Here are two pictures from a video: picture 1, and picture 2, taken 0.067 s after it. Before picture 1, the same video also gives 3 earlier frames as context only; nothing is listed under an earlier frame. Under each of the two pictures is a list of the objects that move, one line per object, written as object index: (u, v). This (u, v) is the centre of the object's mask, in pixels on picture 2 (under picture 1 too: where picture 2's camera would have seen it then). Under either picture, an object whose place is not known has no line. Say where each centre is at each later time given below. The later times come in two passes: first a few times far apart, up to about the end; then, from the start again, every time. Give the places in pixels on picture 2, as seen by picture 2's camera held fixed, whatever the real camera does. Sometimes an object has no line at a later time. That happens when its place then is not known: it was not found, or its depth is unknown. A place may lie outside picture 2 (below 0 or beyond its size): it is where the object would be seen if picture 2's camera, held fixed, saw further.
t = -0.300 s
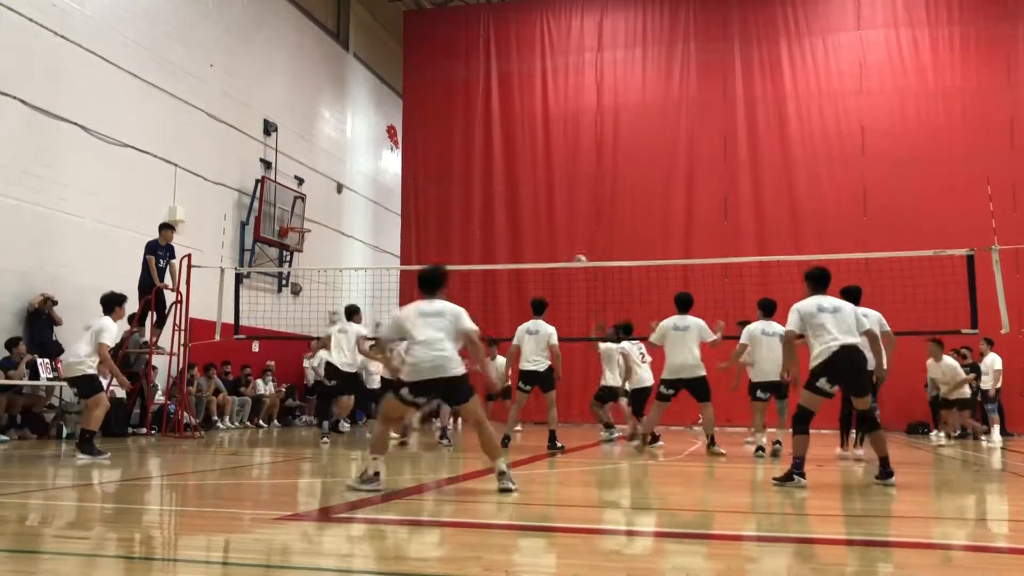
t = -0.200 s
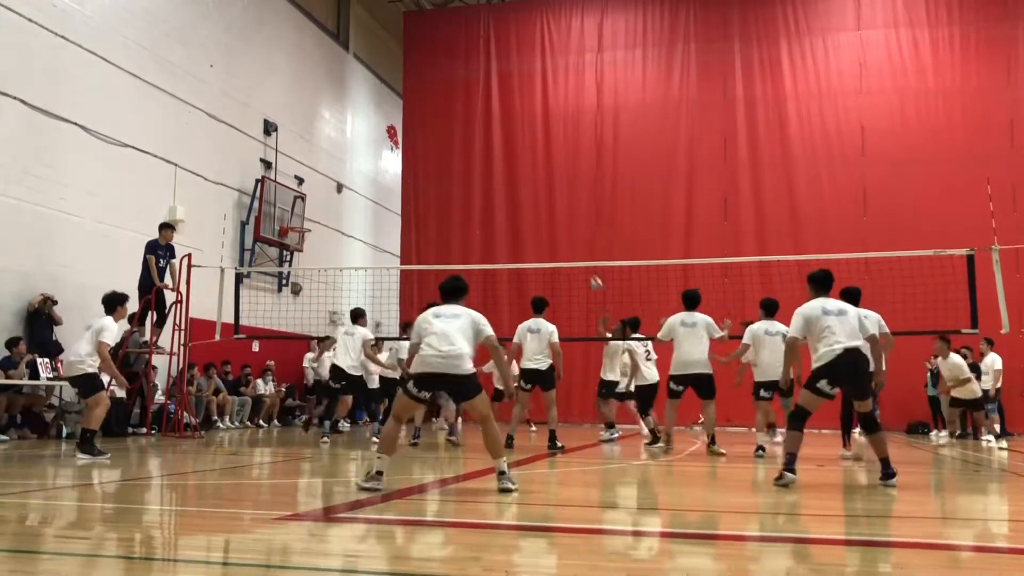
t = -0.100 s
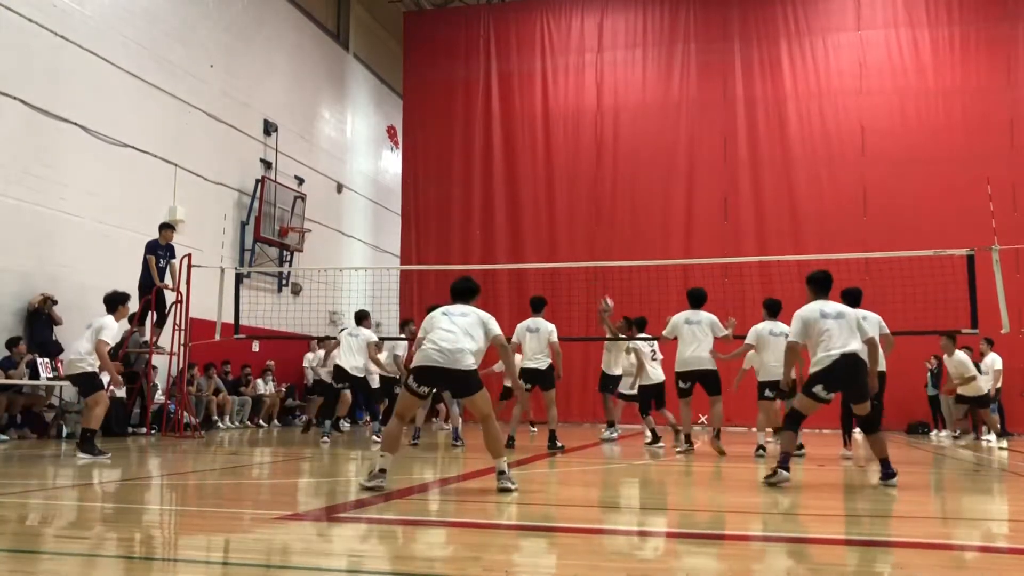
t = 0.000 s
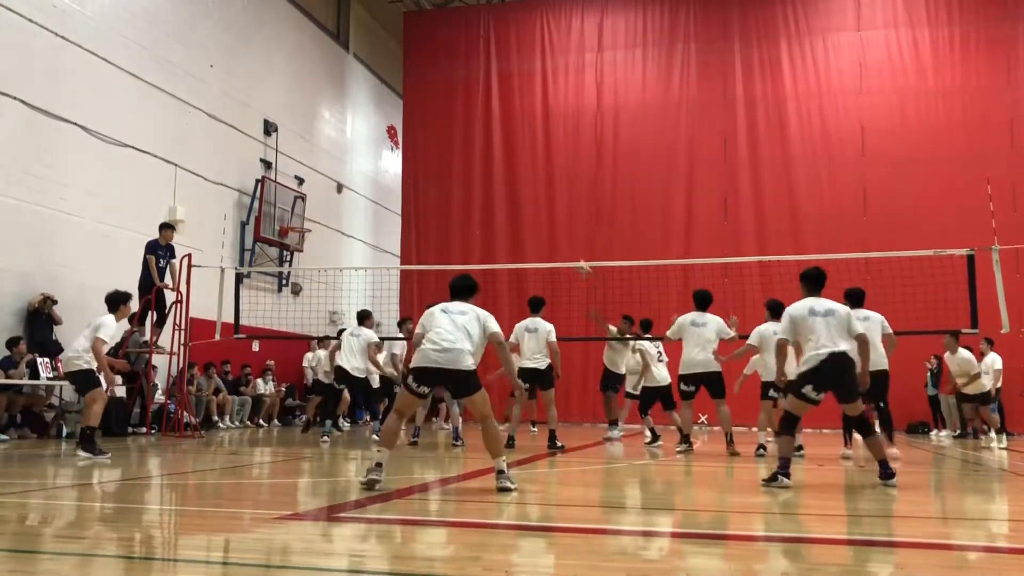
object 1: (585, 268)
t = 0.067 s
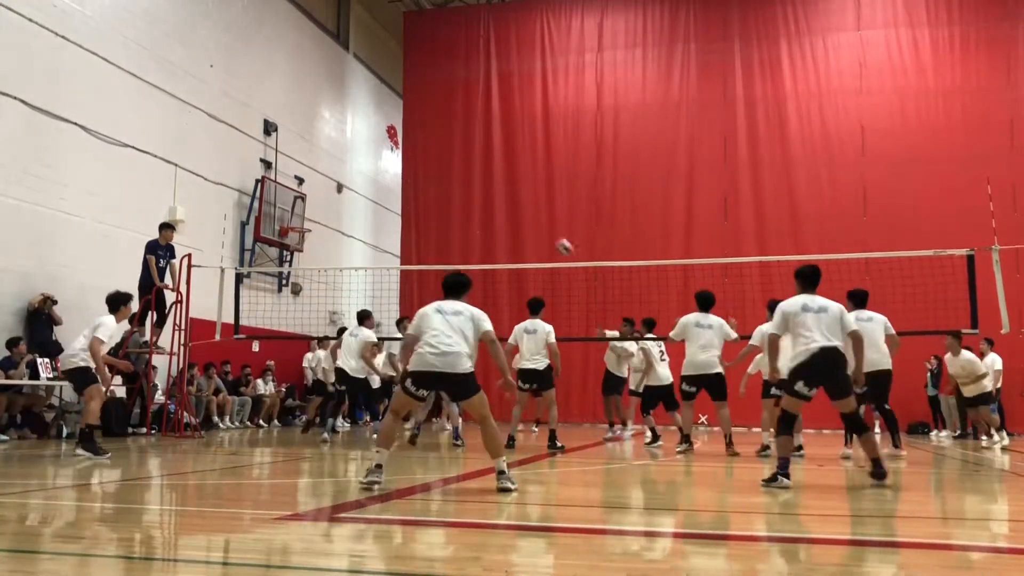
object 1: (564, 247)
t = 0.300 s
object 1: (496, 188)
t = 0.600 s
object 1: (382, 160)
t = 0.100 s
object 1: (555, 237)
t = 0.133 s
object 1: (545, 228)
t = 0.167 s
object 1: (536, 219)
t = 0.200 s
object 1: (526, 210)
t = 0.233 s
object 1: (516, 202)
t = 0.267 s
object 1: (504, 194)
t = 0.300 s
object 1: (496, 188)
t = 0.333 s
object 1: (484, 181)
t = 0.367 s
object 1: (473, 176)
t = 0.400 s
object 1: (461, 171)
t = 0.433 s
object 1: (450, 166)
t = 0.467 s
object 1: (437, 162)
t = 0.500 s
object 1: (424, 161)
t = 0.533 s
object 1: (413, 159)
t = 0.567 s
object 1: (401, 158)
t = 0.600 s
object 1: (382, 160)
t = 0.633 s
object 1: (370, 161)
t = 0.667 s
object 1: (356, 163)
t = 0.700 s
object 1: (341, 167)
